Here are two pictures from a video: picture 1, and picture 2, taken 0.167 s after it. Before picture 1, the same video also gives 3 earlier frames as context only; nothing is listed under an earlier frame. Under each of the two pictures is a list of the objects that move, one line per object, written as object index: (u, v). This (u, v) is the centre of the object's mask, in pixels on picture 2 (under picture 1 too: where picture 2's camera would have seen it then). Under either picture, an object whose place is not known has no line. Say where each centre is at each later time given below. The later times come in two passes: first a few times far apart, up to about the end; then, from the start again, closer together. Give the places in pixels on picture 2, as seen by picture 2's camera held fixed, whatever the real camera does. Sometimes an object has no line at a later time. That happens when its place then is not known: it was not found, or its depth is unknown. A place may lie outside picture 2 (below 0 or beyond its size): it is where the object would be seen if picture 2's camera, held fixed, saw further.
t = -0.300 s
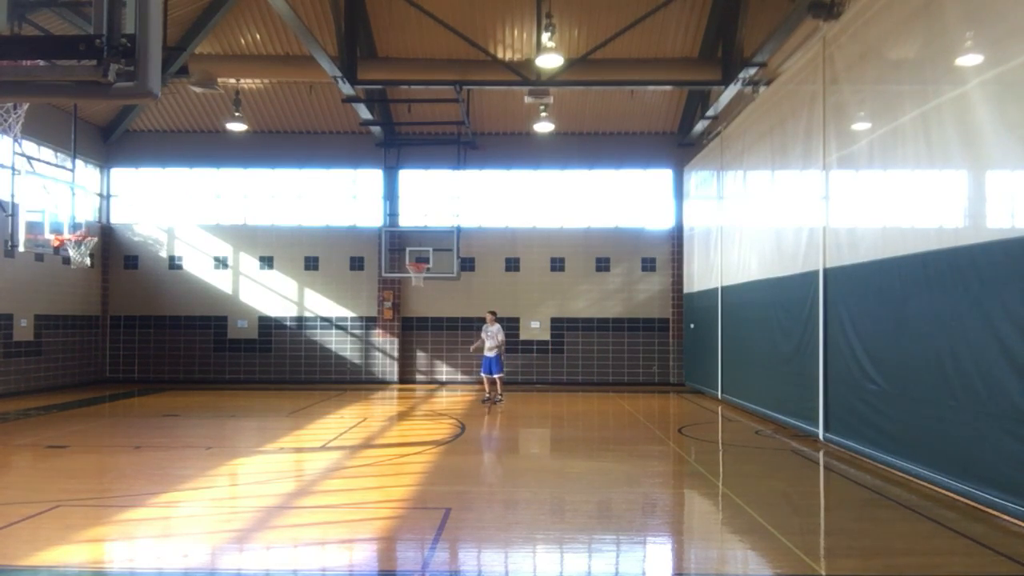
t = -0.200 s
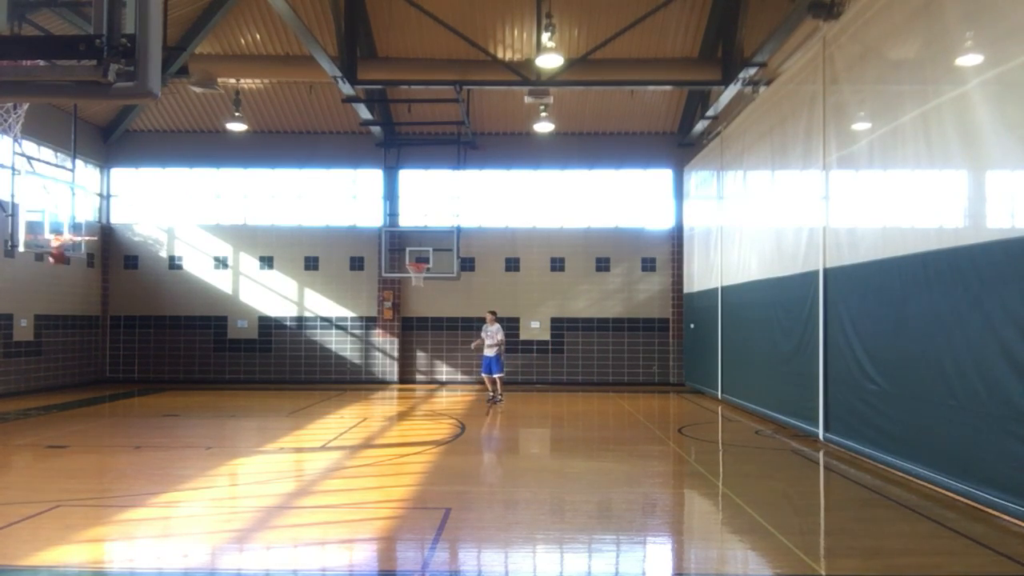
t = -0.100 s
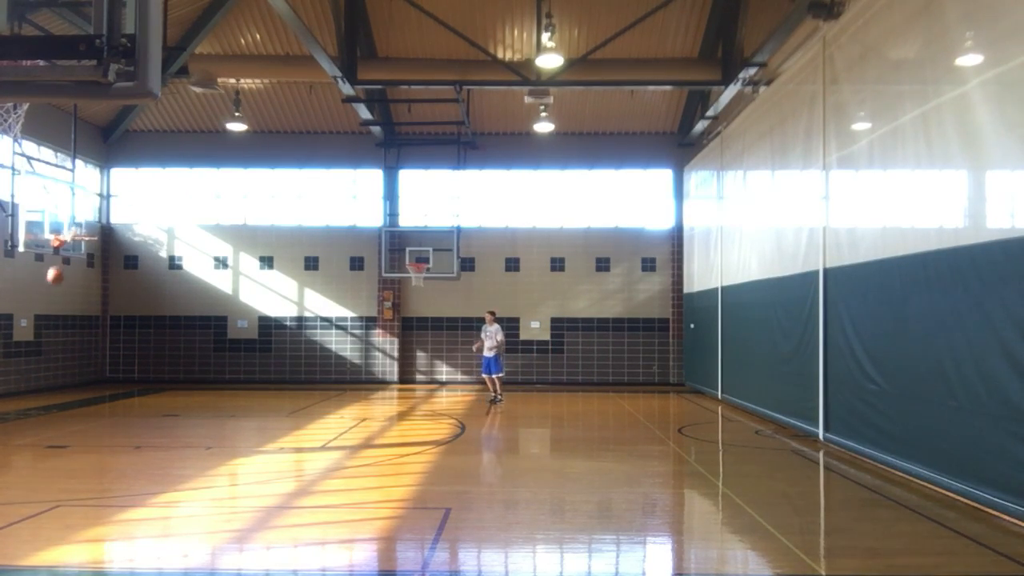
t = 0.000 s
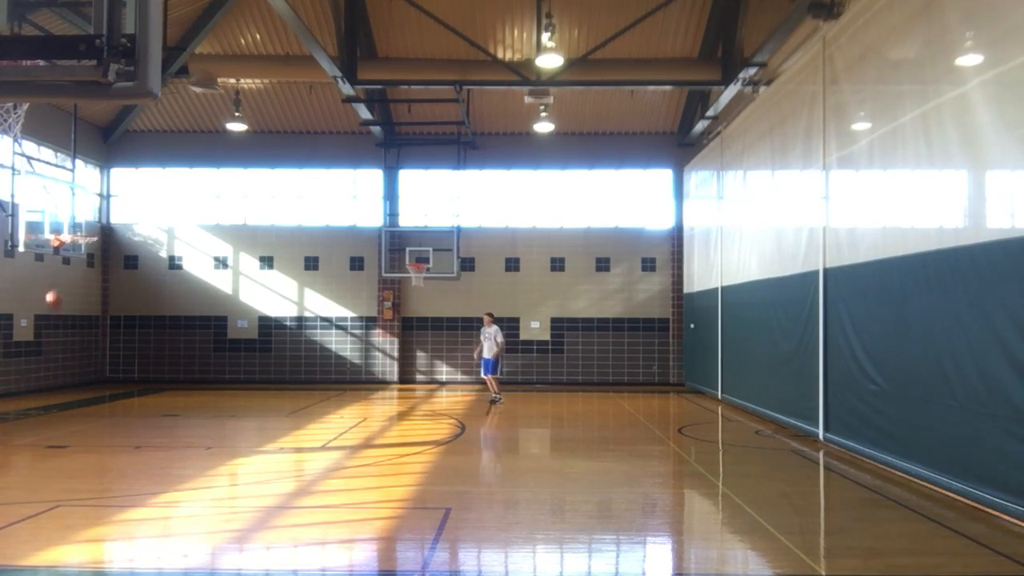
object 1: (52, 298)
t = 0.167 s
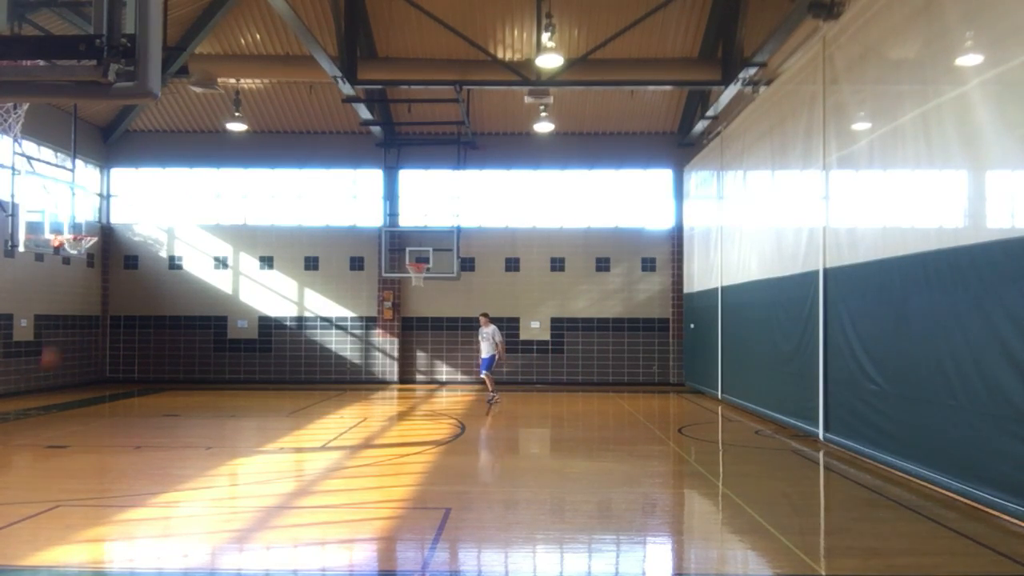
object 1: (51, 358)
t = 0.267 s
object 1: (45, 400)
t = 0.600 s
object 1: (64, 354)
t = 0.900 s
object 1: (85, 330)
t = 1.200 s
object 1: (104, 364)
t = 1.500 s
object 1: (122, 415)
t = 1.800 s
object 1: (140, 377)
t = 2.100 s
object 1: (156, 397)
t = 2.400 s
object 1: (174, 408)
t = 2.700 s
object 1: (192, 404)
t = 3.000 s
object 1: (209, 418)
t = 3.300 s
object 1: (226, 420)
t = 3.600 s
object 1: (242, 419)
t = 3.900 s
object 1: (257, 424)
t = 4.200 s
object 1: (272, 427)
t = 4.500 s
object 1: (288, 429)
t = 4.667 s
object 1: (297, 430)
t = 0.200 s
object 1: (48, 372)
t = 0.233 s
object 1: (47, 385)
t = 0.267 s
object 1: (45, 400)
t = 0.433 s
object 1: (53, 391)
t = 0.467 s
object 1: (55, 383)
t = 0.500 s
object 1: (57, 375)
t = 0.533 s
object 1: (59, 367)
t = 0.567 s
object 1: (62, 361)
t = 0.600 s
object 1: (64, 354)
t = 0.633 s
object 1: (67, 349)
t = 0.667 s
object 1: (69, 343)
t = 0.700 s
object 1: (72, 340)
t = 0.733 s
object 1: (74, 336)
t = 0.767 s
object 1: (76, 334)
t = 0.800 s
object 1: (78, 332)
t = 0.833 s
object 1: (81, 330)
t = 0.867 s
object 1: (83, 330)
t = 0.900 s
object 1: (85, 330)
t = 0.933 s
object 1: (87, 331)
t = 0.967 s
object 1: (89, 332)
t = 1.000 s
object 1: (92, 335)
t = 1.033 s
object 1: (93, 338)
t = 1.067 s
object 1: (96, 342)
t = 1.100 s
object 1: (98, 346)
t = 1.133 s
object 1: (100, 351)
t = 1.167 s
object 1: (102, 357)
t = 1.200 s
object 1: (104, 364)
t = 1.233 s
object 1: (106, 372)
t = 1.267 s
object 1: (108, 379)
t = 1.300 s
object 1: (110, 388)
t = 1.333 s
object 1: (112, 397)
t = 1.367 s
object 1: (113, 409)
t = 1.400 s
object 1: (116, 420)
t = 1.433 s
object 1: (118, 429)
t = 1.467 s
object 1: (121, 422)
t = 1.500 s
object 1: (122, 415)
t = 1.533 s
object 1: (124, 406)
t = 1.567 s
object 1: (127, 400)
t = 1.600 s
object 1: (129, 394)
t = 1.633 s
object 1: (130, 389)
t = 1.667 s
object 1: (133, 386)
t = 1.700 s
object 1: (134, 382)
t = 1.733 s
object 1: (136, 379)
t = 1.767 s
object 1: (138, 378)
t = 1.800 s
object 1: (140, 377)
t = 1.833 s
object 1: (142, 376)
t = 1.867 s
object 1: (144, 377)
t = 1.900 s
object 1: (145, 377)
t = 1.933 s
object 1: (147, 379)
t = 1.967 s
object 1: (149, 381)
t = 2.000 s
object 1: (151, 384)
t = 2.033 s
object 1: (153, 388)
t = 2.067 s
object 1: (155, 392)
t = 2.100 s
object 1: (156, 397)
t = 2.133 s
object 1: (158, 404)
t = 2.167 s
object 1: (160, 411)
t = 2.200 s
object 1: (162, 418)
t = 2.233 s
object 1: (163, 426)
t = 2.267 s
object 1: (166, 428)
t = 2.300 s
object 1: (168, 422)
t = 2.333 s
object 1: (170, 417)
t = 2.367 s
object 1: (171, 412)
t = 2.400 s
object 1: (174, 408)
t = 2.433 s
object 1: (176, 404)
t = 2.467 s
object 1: (178, 402)
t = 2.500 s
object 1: (180, 400)
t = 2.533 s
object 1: (182, 399)
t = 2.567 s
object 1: (184, 398)
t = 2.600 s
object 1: (186, 399)
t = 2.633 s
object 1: (188, 399)
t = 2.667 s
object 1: (190, 401)
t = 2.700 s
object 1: (192, 404)
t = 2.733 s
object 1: (194, 406)
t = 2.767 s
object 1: (196, 411)
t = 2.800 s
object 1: (198, 415)
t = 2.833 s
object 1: (200, 420)
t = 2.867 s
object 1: (202, 426)
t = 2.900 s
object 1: (204, 430)
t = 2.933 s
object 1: (205, 426)
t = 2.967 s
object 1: (207, 421)
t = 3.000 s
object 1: (209, 418)
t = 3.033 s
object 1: (211, 415)
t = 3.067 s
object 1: (213, 413)
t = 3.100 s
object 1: (215, 412)
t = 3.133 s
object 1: (216, 412)
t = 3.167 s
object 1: (218, 412)
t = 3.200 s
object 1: (220, 413)
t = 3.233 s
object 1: (222, 414)
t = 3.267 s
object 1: (224, 416)
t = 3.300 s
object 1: (226, 420)
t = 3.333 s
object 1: (228, 424)
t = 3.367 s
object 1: (230, 428)
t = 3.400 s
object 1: (231, 430)
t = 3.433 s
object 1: (233, 427)
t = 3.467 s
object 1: (235, 423)
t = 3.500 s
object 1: (237, 421)
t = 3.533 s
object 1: (238, 420)
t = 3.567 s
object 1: (240, 419)
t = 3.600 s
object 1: (242, 419)
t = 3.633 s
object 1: (243, 419)
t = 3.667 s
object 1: (245, 421)
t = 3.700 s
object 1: (247, 423)
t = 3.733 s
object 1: (249, 426)
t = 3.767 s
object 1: (251, 429)
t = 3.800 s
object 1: (252, 430)
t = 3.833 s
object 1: (254, 427)
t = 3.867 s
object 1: (255, 425)
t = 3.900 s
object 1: (257, 424)
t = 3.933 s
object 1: (259, 424)
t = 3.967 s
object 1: (260, 424)
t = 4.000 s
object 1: (262, 425)
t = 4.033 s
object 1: (264, 426)
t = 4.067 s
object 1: (265, 428)
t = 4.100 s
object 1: (267, 431)
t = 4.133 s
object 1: (269, 430)
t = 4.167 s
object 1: (271, 428)
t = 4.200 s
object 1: (272, 427)
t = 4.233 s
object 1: (274, 427)
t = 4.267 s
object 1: (276, 427)
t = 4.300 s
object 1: (278, 428)
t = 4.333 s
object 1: (279, 430)
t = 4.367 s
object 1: (281, 431)
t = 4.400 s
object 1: (283, 430)
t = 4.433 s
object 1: (284, 429)
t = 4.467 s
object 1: (286, 429)
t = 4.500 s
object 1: (288, 429)
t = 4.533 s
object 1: (290, 430)
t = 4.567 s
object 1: (292, 432)
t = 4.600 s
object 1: (294, 431)
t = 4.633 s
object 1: (295, 430)
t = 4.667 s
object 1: (297, 430)
